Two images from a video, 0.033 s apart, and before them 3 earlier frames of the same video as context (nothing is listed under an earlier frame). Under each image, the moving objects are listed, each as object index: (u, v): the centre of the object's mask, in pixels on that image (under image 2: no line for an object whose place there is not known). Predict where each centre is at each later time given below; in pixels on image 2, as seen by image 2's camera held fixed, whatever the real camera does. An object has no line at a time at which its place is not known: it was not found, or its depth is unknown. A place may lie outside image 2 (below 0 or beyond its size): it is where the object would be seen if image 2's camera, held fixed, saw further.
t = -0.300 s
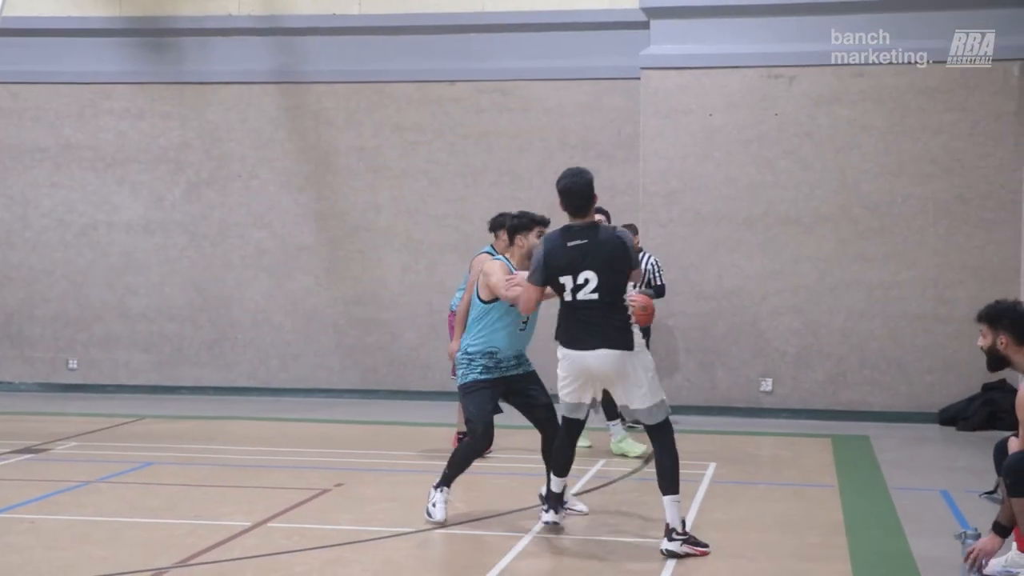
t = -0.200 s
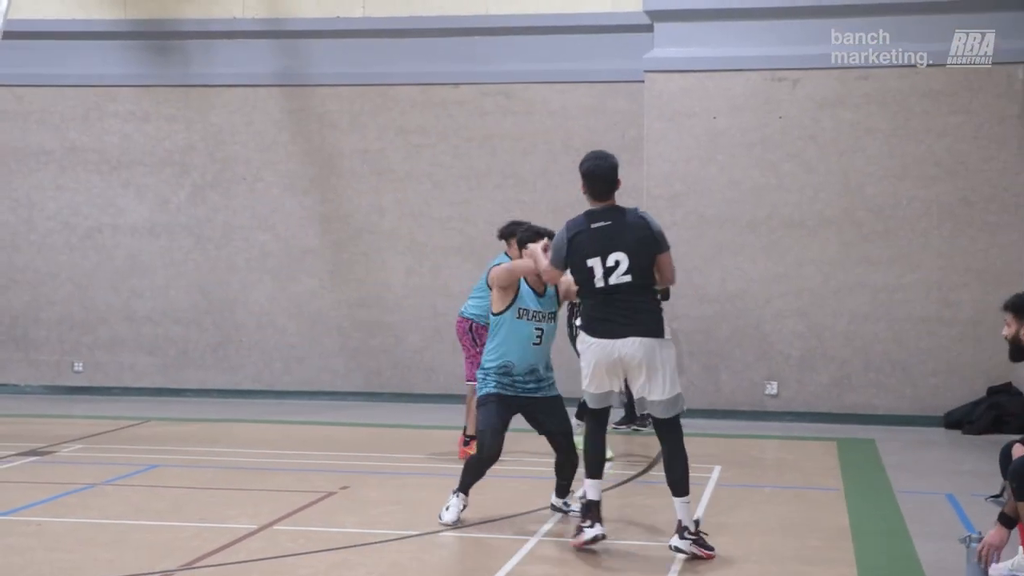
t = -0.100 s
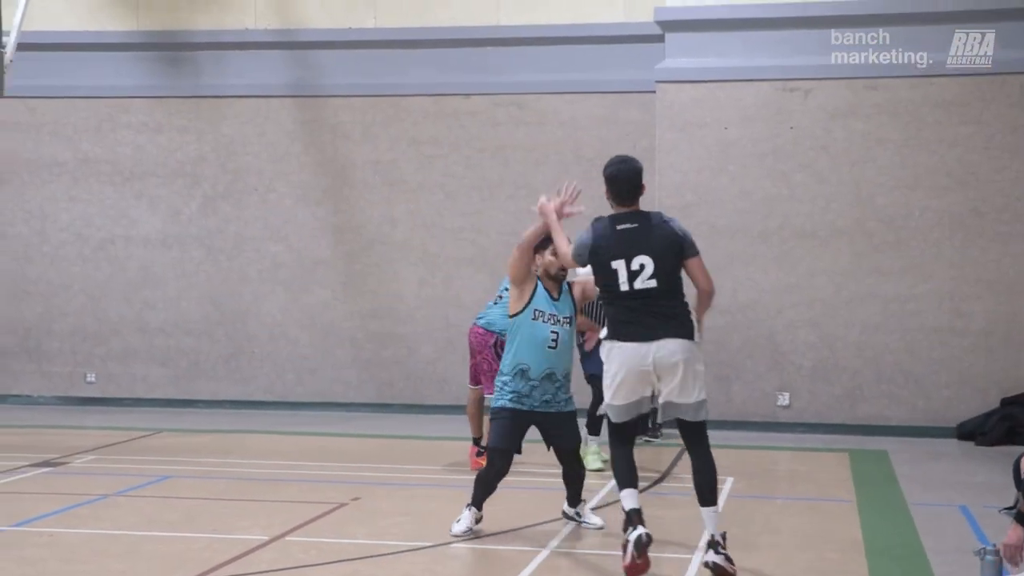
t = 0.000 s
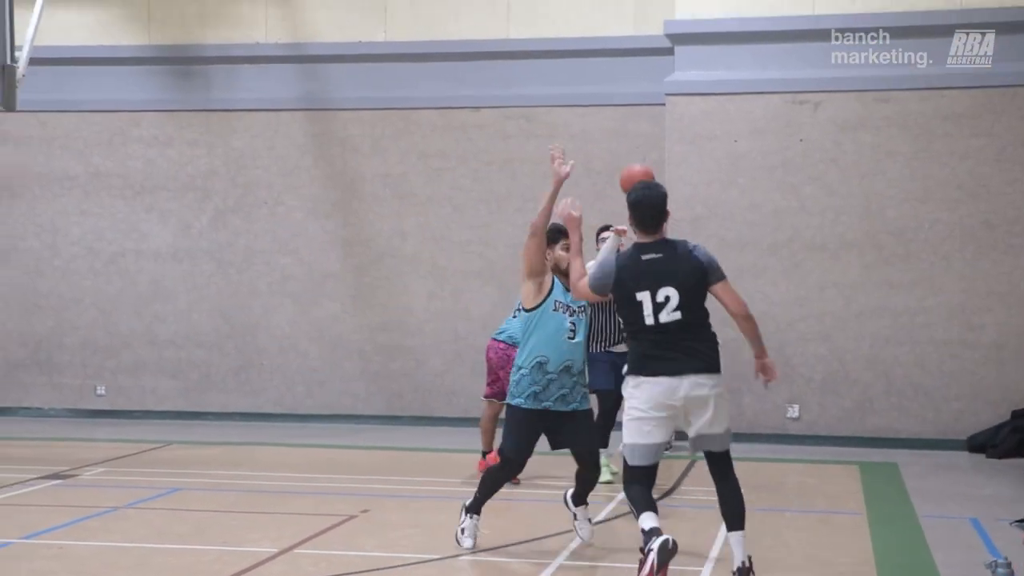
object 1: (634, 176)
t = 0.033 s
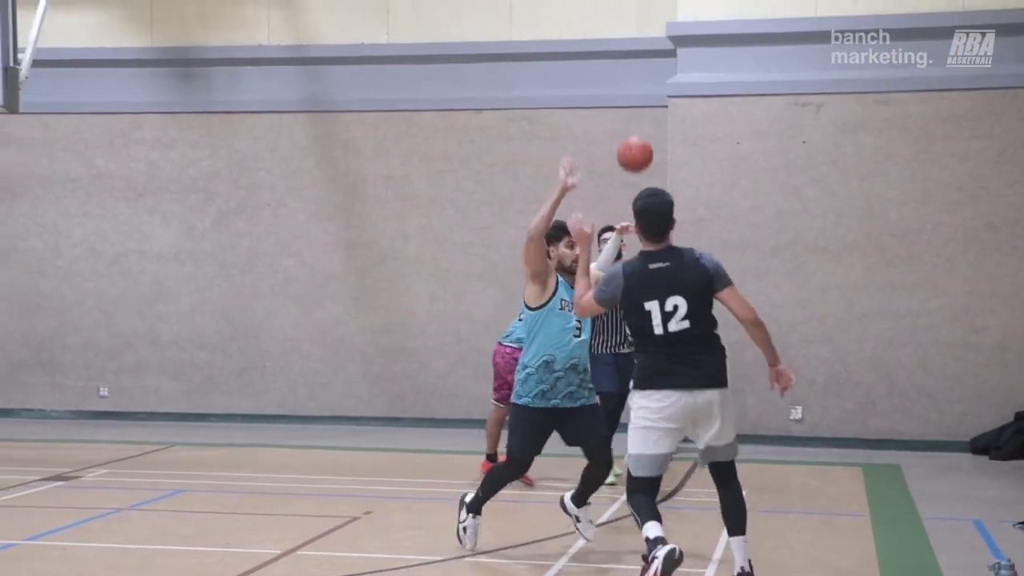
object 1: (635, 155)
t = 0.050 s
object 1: (631, 141)
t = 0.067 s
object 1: (629, 127)
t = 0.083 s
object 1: (626, 112)
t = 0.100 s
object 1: (623, 99)
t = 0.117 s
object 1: (621, 85)
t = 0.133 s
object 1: (618, 72)
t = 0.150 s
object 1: (614, 58)
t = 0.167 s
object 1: (611, 44)
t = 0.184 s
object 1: (608, 32)
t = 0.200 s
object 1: (605, 19)
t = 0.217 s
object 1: (602, 7)
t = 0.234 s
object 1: (598, -3)
